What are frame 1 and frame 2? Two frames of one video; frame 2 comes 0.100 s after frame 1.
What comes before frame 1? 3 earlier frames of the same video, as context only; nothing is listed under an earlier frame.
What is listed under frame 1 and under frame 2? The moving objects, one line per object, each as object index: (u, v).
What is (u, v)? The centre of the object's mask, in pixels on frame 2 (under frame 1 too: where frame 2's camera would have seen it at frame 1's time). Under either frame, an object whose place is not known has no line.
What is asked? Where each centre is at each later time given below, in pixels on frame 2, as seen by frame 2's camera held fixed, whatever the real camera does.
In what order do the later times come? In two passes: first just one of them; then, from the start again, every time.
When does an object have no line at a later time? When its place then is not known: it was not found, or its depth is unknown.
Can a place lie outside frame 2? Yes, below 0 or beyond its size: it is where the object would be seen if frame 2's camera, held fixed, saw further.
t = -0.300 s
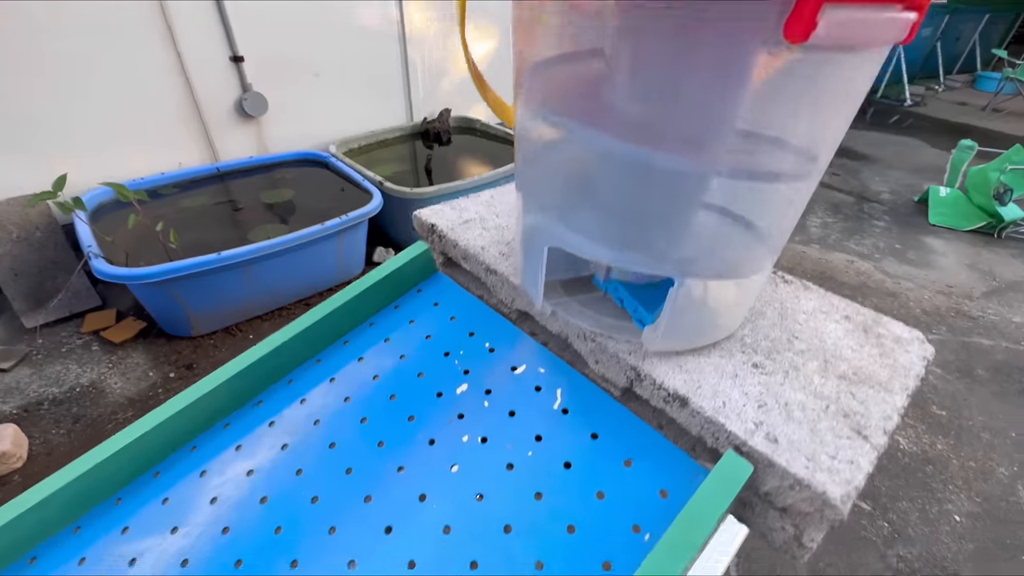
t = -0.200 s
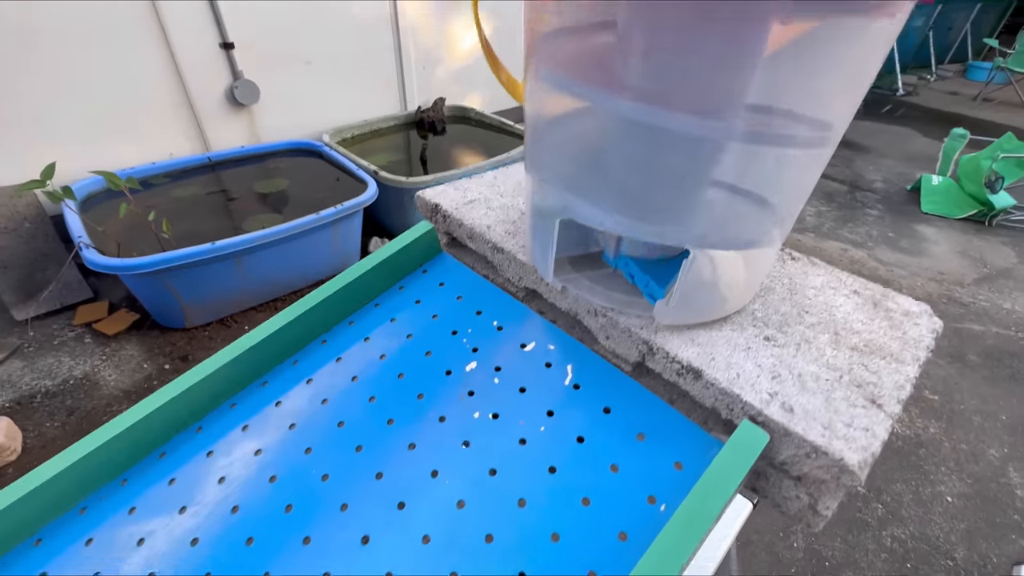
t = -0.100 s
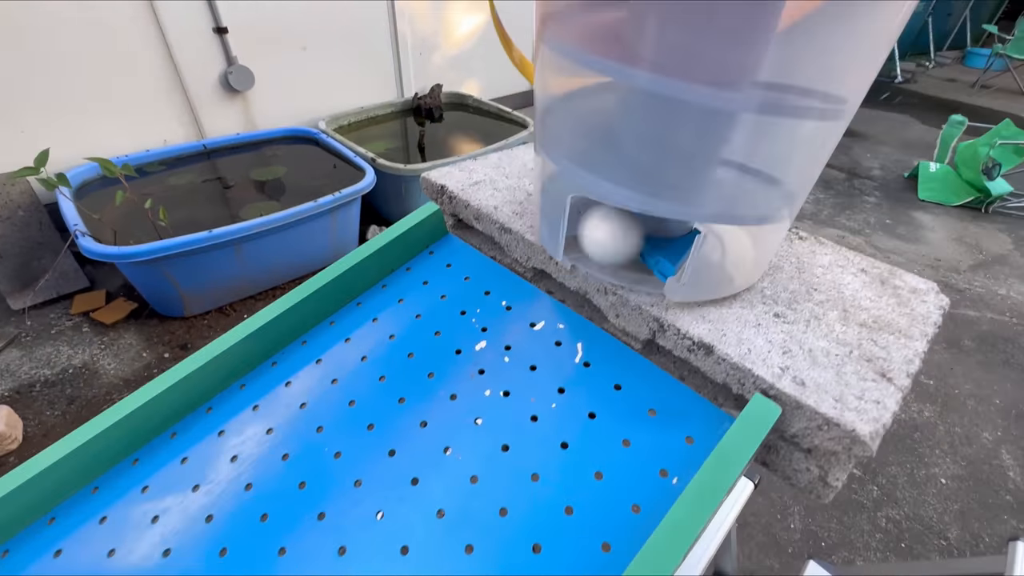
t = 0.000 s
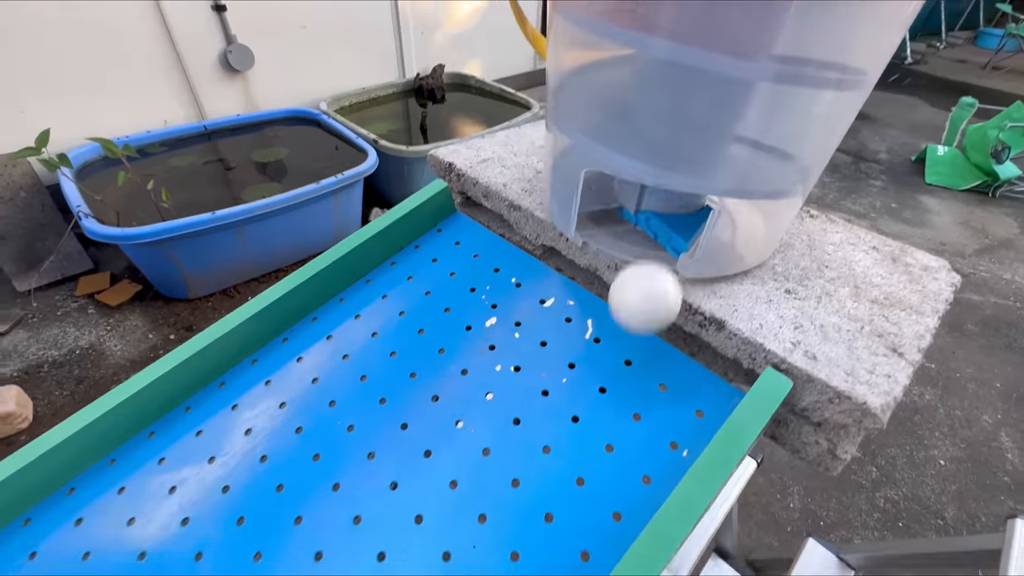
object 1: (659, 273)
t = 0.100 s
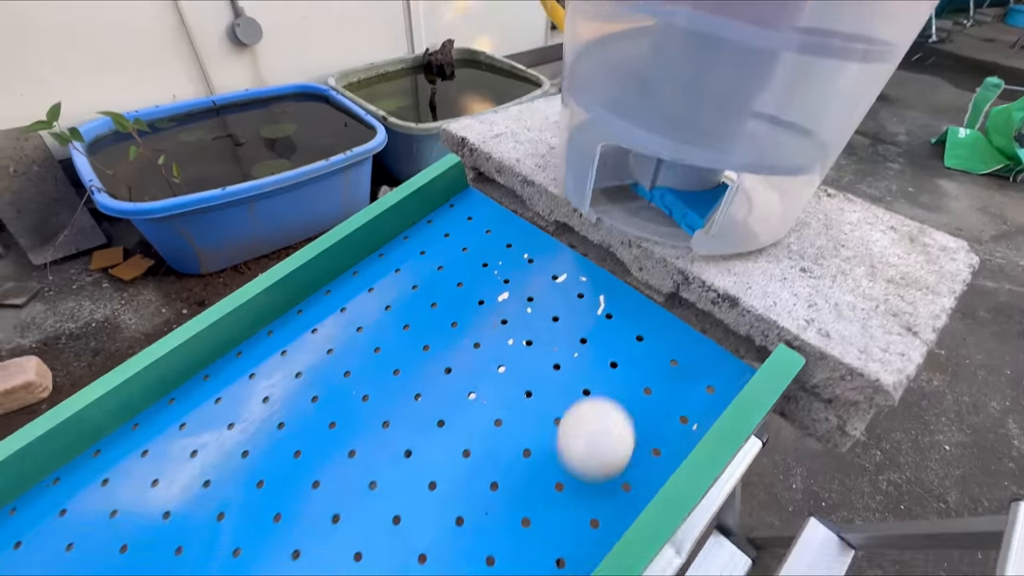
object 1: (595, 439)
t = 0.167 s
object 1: (533, 563)
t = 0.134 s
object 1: (571, 499)
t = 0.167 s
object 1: (533, 563)
